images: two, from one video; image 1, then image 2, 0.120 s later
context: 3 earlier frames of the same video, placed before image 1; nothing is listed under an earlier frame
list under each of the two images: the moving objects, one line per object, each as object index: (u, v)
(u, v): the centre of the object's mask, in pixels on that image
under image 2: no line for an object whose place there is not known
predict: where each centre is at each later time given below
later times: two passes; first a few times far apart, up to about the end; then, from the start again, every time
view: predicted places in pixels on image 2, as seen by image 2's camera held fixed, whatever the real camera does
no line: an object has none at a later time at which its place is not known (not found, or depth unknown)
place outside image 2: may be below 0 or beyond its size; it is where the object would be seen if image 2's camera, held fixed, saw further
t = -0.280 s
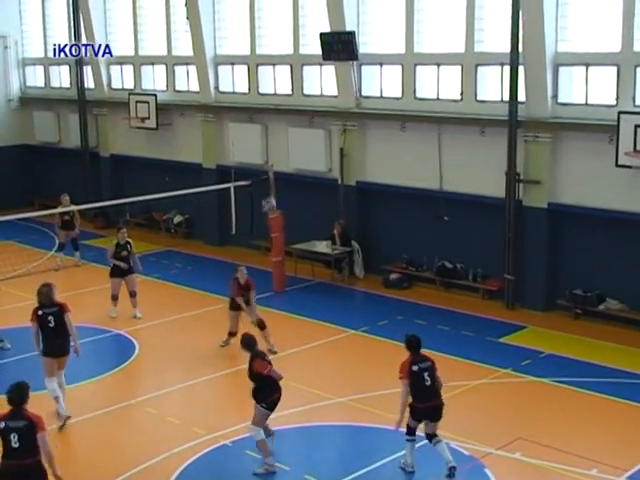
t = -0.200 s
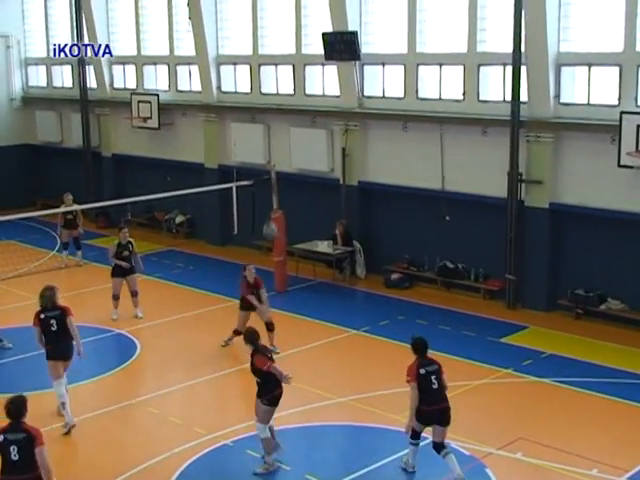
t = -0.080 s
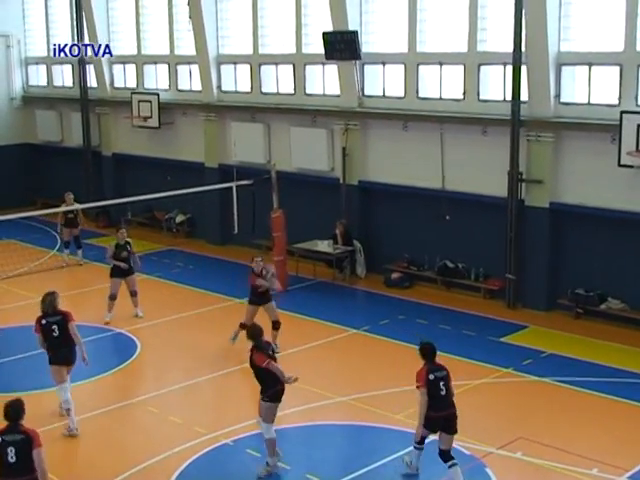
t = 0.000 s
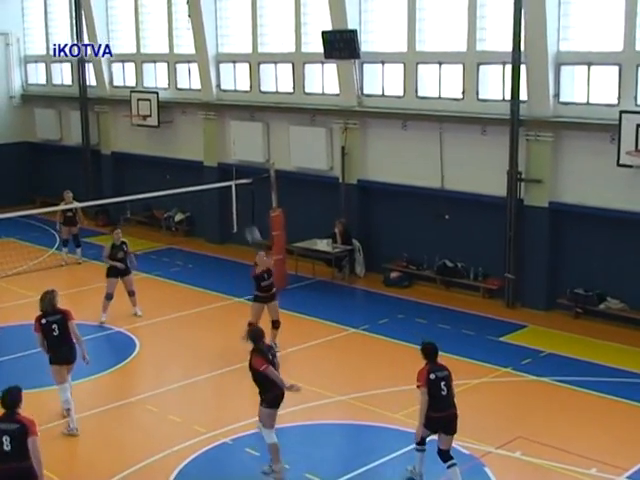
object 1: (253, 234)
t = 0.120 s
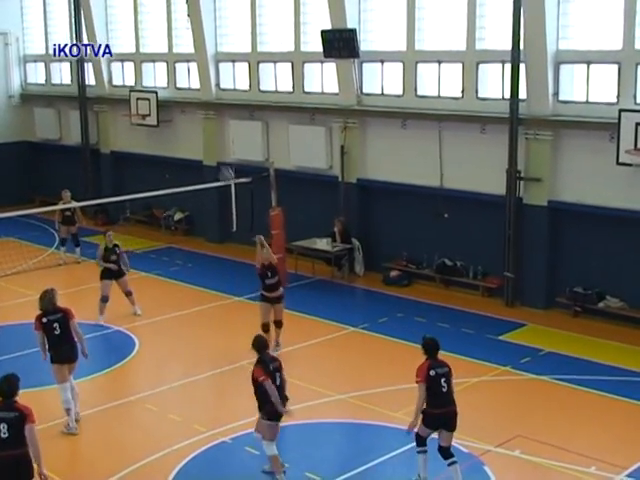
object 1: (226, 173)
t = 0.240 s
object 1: (199, 123)
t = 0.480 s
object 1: (141, 45)
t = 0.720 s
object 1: (84, 6)
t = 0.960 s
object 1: (26, 12)
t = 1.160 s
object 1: (-18, 55)
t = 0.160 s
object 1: (218, 157)
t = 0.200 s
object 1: (209, 140)
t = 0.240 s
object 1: (199, 123)
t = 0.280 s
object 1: (190, 108)
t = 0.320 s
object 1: (180, 95)
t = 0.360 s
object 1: (171, 79)
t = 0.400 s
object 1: (161, 68)
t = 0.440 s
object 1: (151, 56)
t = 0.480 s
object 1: (141, 45)
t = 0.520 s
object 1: (132, 36)
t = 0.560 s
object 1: (122, 27)
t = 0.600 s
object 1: (112, 20)
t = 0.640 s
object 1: (103, 14)
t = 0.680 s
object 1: (93, 10)
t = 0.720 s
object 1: (84, 6)
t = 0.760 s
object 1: (73, 4)
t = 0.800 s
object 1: (64, 3)
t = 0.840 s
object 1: (54, 3)
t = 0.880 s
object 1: (45, 5)
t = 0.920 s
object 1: (36, 7)
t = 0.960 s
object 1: (26, 12)
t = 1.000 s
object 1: (17, 17)
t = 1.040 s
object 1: (7, 25)
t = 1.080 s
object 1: (-2, 33)
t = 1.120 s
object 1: (-11, 43)
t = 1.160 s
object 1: (-18, 55)
